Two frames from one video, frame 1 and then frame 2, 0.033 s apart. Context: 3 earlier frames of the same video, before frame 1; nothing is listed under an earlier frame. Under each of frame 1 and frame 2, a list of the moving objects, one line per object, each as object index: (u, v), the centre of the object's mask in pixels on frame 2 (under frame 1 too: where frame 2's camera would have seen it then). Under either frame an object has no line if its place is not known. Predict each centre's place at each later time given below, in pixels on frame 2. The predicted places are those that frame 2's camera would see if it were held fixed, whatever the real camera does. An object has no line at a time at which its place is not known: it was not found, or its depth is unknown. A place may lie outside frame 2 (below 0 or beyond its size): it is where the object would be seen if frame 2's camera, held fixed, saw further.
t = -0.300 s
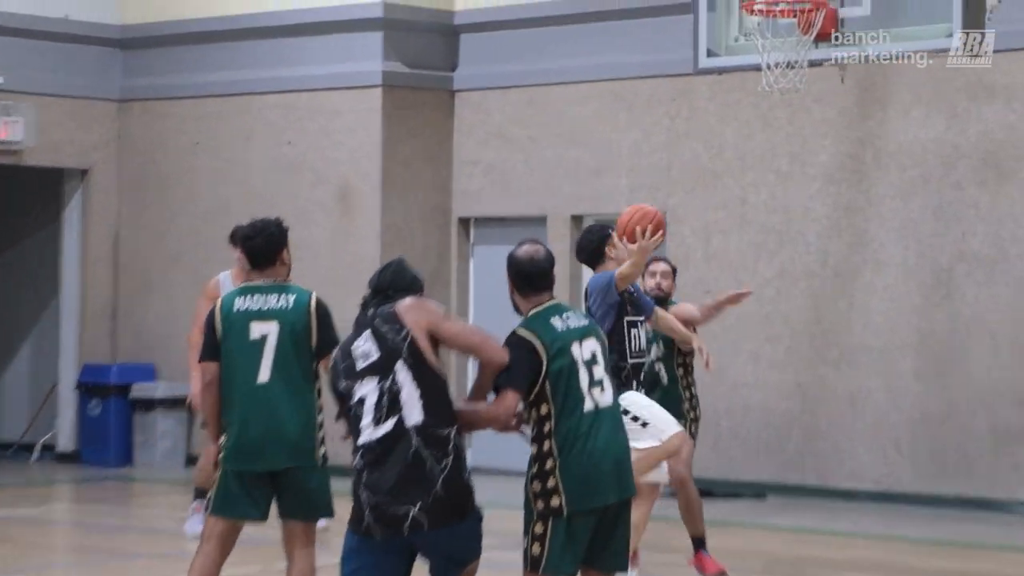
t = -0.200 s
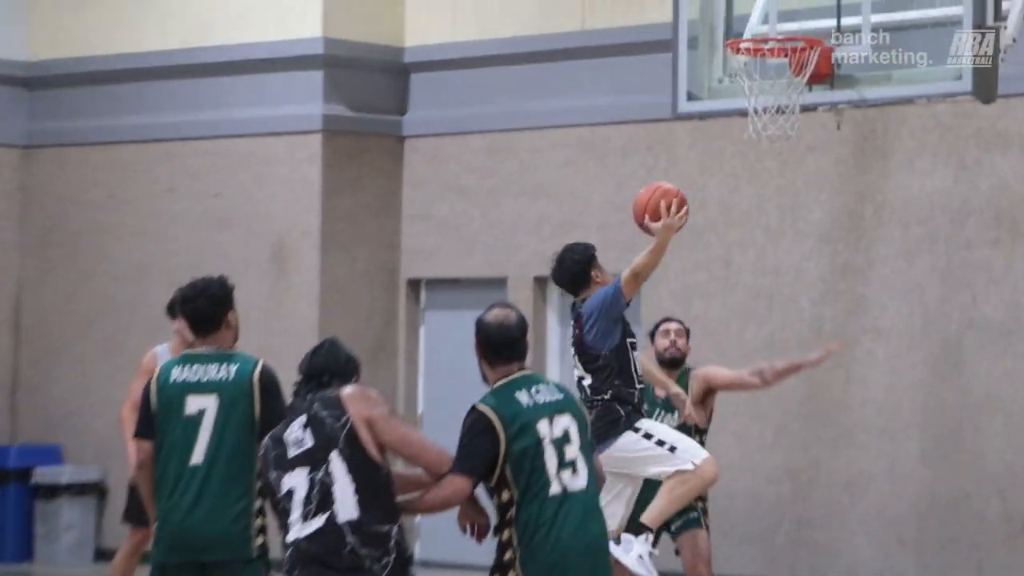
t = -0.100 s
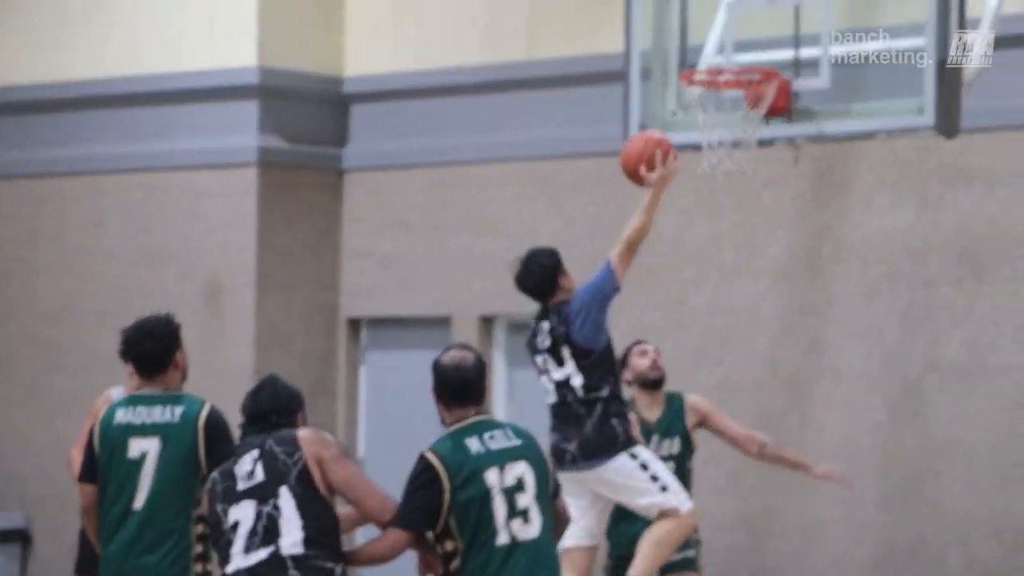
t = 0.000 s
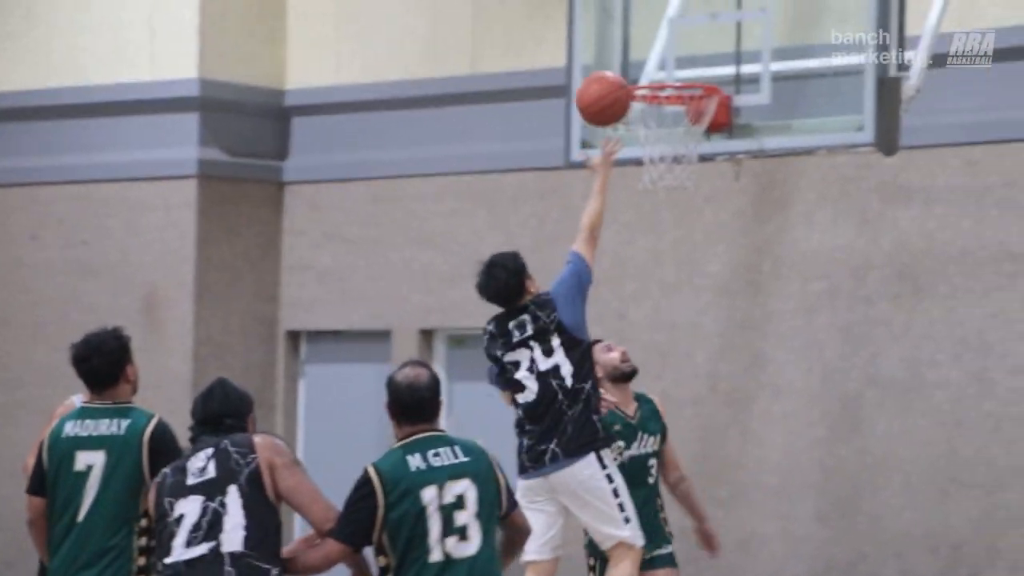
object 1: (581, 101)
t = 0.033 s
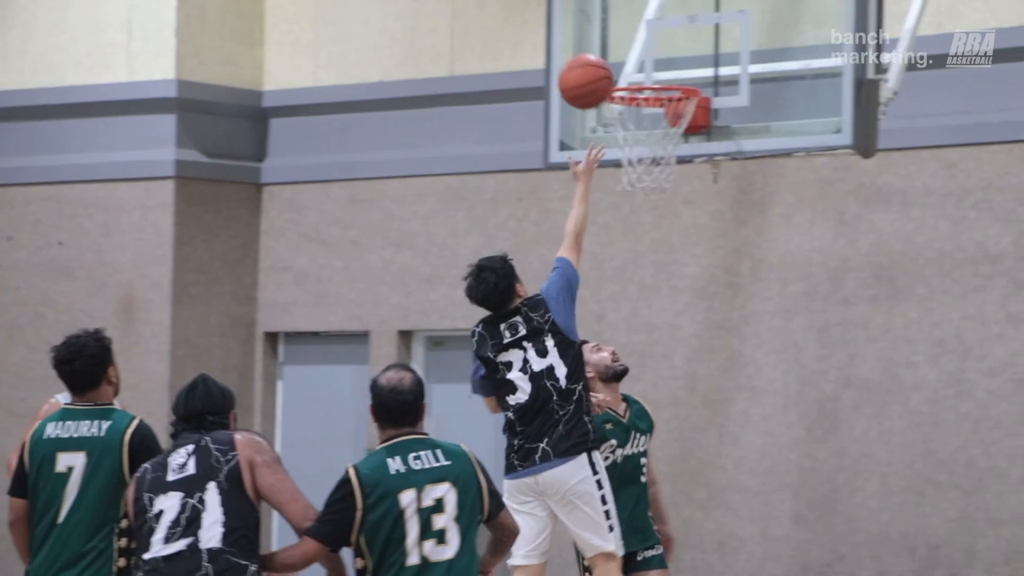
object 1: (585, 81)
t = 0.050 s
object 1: (587, 73)
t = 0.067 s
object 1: (589, 65)
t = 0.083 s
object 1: (591, 58)
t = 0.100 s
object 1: (593, 52)
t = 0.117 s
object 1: (595, 46)
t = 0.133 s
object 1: (596, 41)
